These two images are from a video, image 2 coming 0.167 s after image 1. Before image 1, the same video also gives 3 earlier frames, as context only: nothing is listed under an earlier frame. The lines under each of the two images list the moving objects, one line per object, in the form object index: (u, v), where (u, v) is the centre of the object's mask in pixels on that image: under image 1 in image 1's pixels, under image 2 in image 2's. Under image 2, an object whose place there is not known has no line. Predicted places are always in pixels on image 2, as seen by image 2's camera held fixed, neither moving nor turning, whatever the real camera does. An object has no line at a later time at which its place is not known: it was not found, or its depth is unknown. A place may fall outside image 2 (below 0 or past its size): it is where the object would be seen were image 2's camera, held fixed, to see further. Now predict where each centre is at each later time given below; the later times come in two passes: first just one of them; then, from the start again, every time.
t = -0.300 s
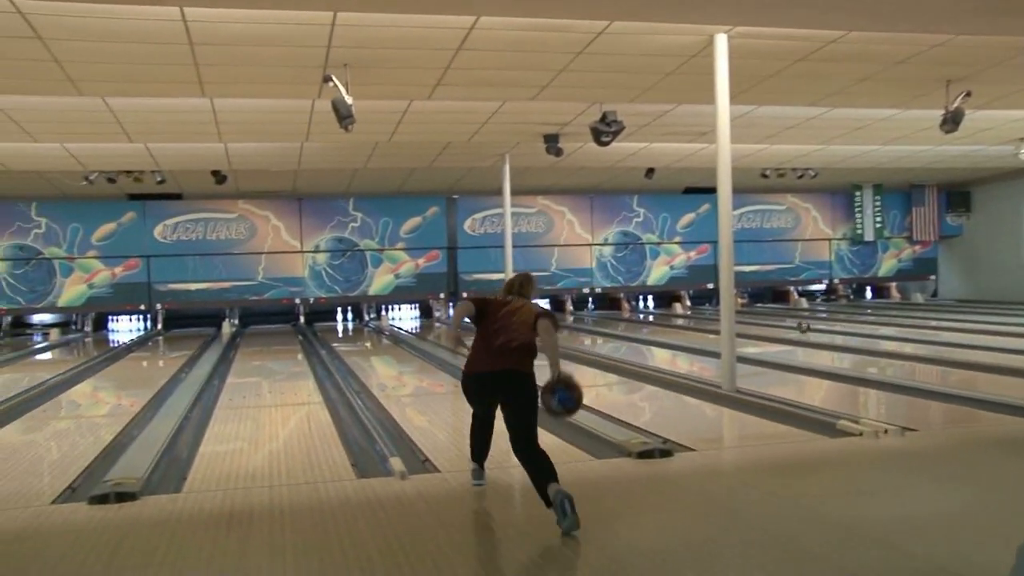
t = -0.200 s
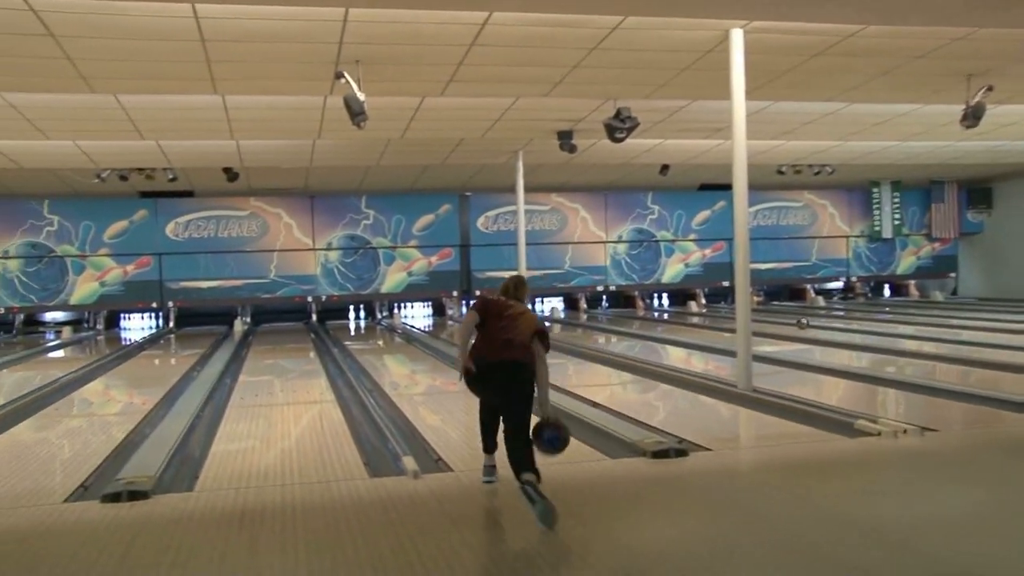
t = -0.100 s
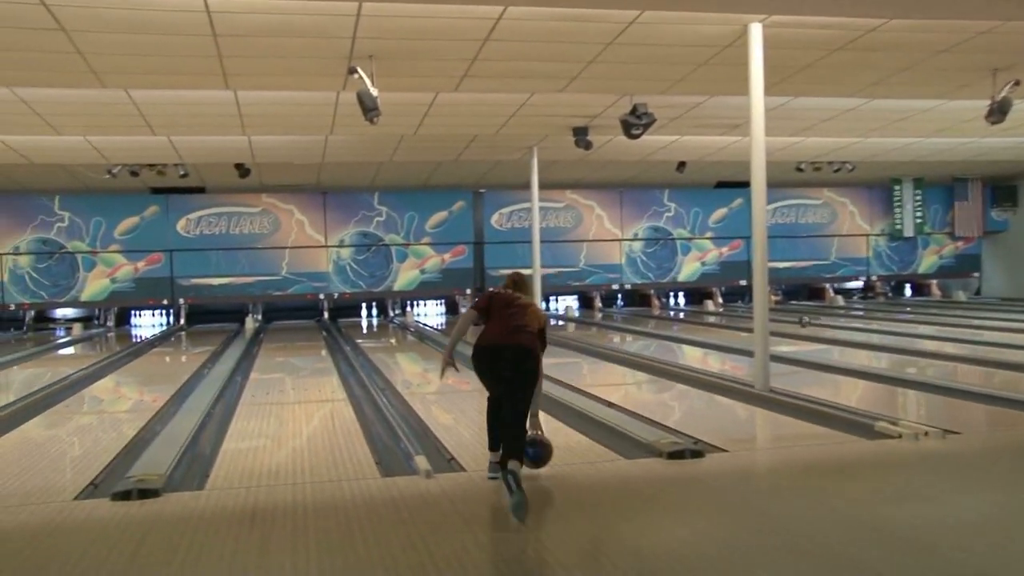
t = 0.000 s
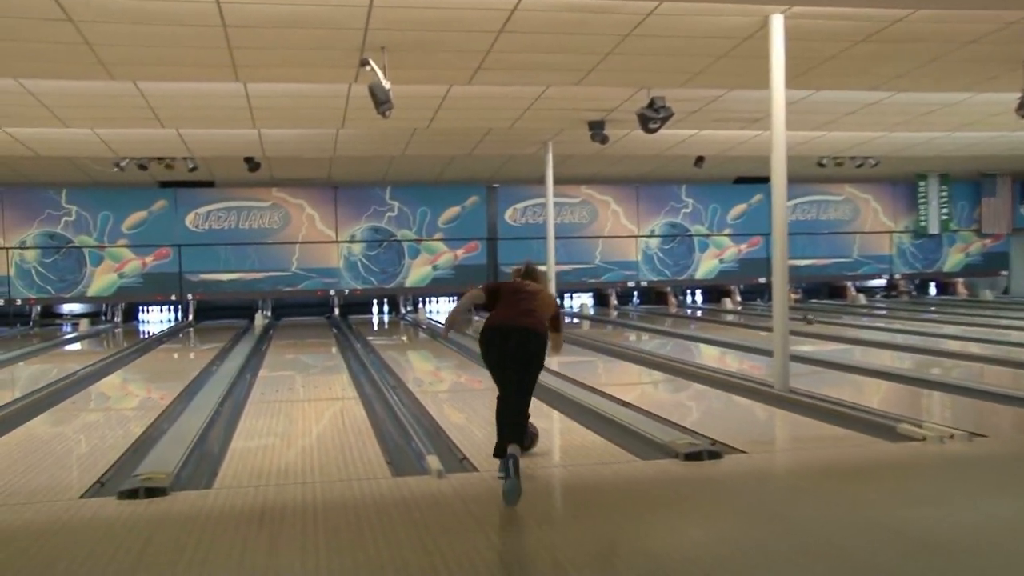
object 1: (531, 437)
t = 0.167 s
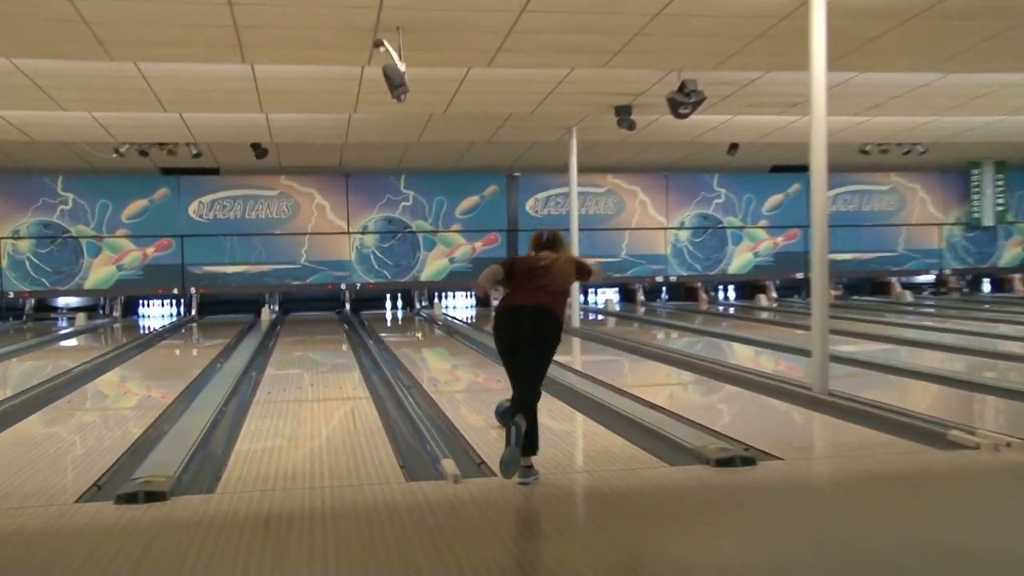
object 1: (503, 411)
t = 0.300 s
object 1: (489, 394)
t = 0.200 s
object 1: (499, 407)
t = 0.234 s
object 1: (496, 403)
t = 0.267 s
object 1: (493, 398)
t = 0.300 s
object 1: (489, 394)
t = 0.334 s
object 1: (484, 391)
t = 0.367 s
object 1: (480, 387)
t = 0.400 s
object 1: (475, 384)
